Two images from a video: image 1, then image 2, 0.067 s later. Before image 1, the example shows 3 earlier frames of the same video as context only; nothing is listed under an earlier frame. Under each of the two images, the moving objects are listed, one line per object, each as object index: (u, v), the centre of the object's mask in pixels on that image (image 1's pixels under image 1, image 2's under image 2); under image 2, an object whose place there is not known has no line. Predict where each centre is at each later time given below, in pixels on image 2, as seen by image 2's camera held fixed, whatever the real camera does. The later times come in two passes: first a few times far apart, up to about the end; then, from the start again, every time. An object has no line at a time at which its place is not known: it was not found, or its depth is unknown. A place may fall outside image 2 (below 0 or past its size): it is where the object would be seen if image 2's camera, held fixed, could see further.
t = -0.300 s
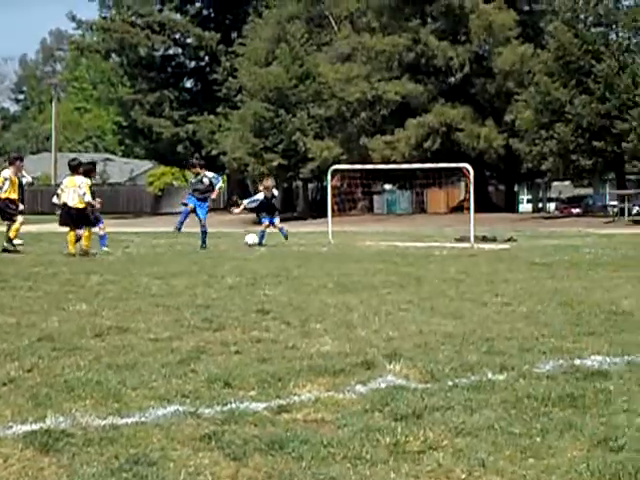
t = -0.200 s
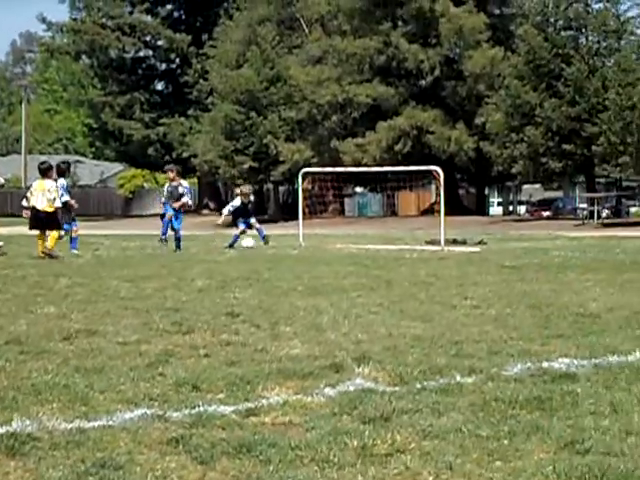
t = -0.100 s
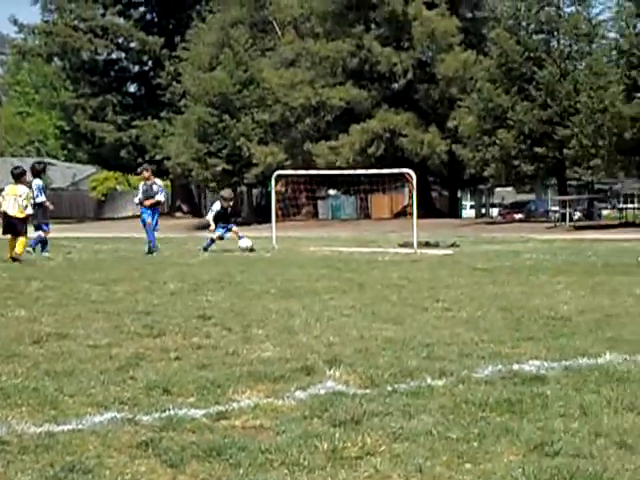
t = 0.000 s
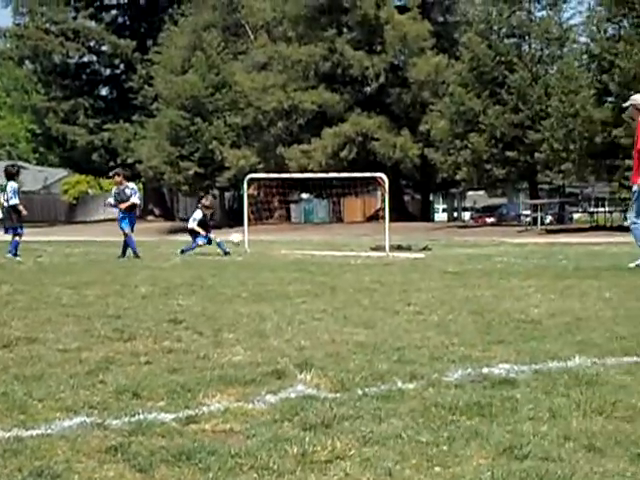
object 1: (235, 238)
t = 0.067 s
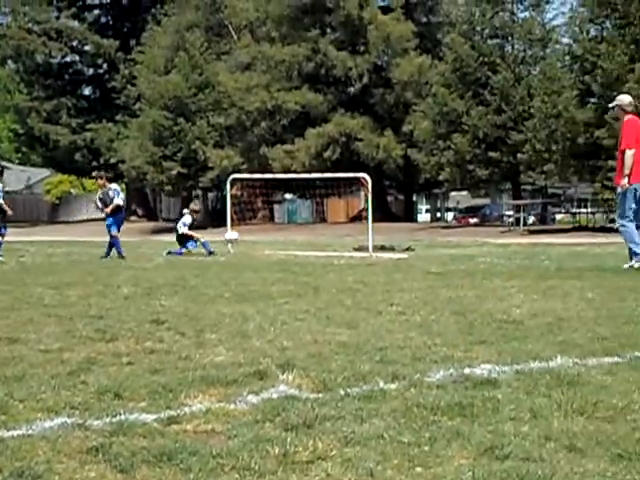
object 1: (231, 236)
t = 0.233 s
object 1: (258, 243)
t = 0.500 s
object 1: (301, 250)
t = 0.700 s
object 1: (329, 250)
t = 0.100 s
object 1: (236, 235)
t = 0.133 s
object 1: (241, 236)
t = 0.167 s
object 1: (246, 238)
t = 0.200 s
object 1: (252, 240)
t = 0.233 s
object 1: (258, 243)
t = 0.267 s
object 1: (264, 247)
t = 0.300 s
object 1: (269, 249)
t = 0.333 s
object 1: (274, 250)
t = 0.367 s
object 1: (280, 249)
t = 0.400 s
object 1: (285, 249)
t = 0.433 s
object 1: (290, 249)
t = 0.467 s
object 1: (295, 250)
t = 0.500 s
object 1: (301, 250)
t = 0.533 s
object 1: (305, 249)
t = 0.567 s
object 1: (310, 249)
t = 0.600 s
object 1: (315, 249)
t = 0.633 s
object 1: (320, 249)
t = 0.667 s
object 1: (324, 249)
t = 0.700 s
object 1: (329, 250)
